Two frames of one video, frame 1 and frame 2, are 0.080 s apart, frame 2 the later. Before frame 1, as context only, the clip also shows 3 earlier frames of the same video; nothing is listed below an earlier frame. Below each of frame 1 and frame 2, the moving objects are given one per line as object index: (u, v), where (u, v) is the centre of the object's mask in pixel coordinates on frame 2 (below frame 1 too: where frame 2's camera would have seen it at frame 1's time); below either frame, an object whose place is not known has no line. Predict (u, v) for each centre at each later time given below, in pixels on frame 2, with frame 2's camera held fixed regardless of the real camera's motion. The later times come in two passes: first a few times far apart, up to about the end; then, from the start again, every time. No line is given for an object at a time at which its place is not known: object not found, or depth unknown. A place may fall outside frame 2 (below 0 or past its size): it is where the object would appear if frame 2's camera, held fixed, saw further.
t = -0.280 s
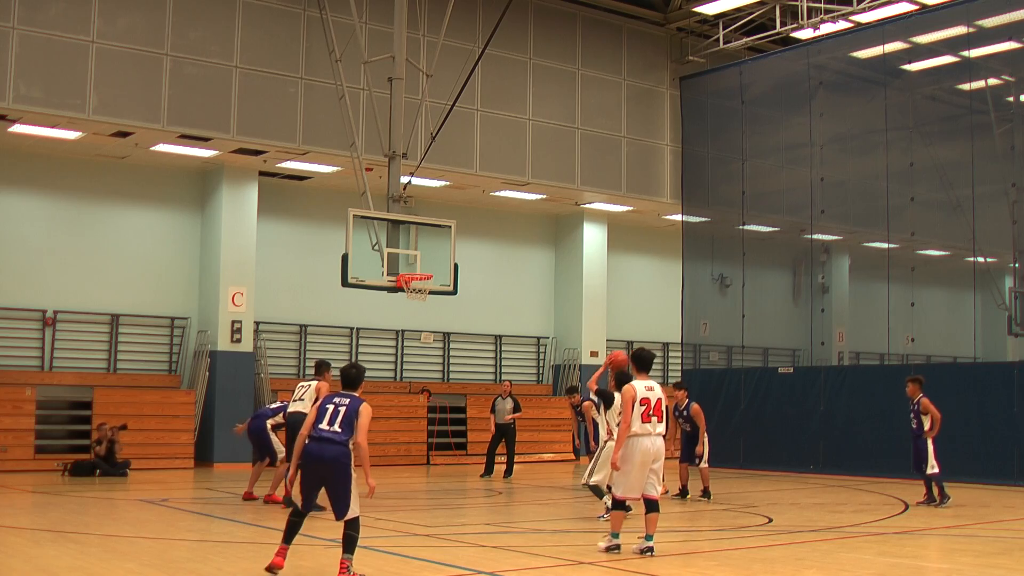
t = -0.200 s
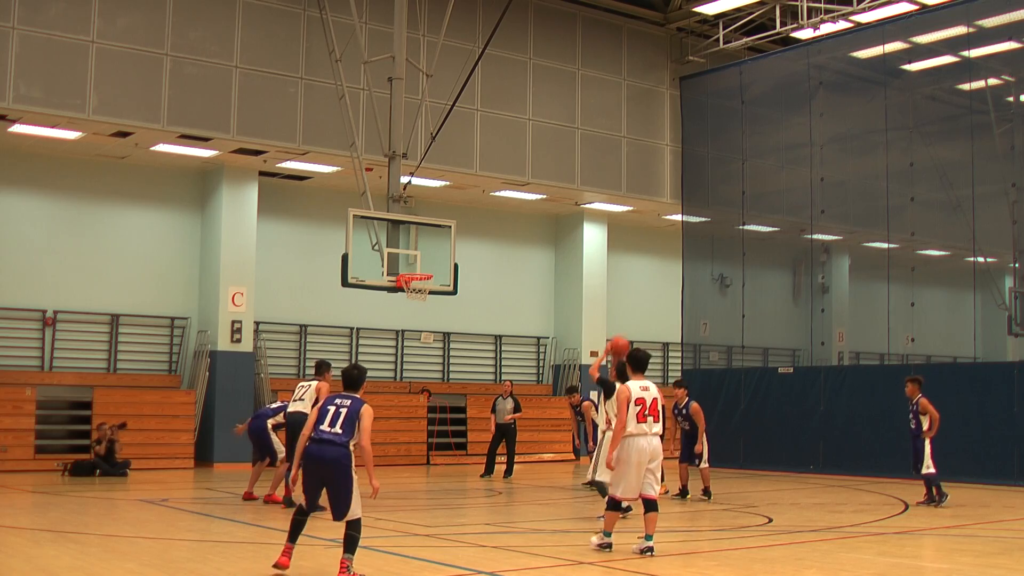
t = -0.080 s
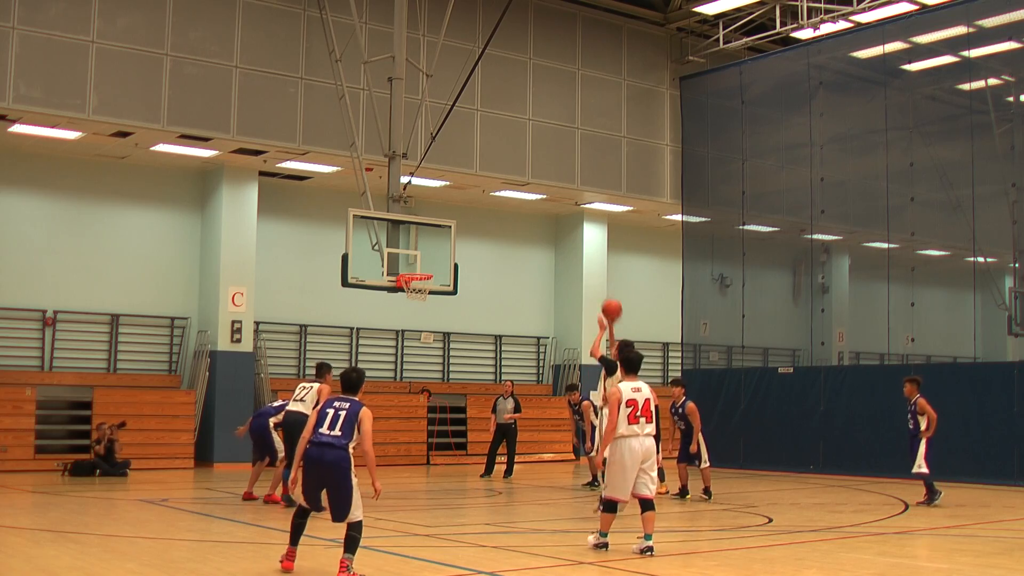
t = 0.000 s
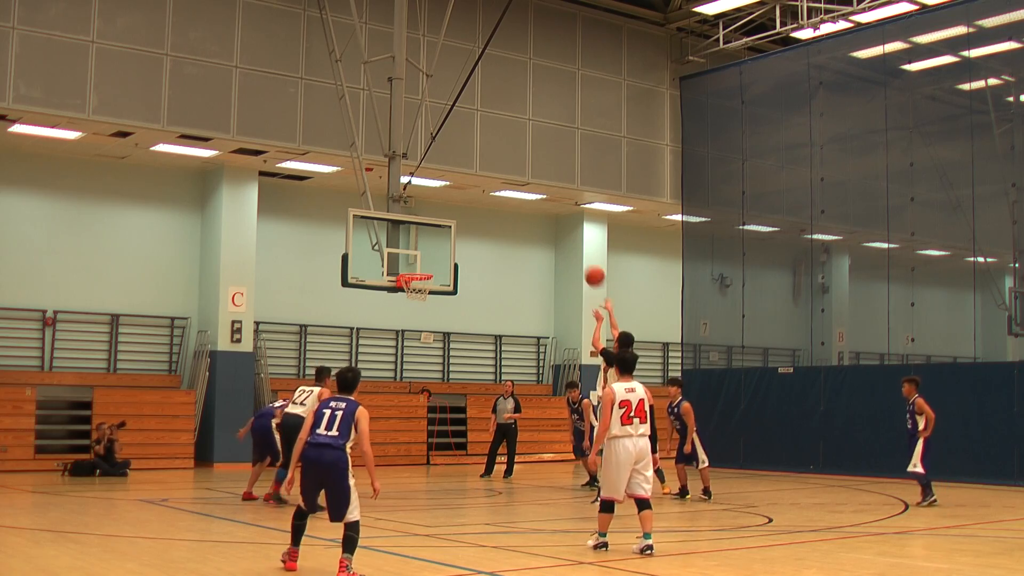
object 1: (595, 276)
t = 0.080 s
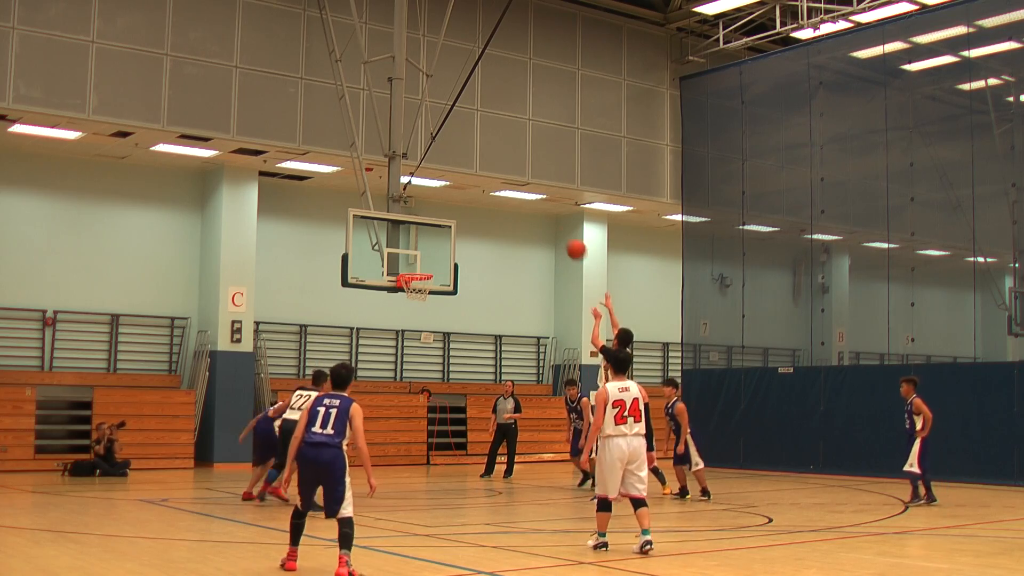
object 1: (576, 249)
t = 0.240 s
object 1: (542, 214)
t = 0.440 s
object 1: (502, 199)
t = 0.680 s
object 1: (459, 219)
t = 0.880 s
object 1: (425, 264)
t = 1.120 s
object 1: (399, 309)
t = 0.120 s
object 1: (567, 238)
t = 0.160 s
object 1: (559, 229)
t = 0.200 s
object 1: (550, 220)
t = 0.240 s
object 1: (542, 214)
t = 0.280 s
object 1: (534, 209)
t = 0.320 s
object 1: (526, 205)
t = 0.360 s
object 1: (518, 202)
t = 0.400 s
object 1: (510, 200)
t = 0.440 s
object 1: (502, 199)
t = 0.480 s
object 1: (494, 200)
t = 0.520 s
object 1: (487, 202)
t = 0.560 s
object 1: (480, 205)
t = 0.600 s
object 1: (473, 209)
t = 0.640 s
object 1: (466, 213)
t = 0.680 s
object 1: (459, 219)
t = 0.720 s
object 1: (452, 226)
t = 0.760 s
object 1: (445, 234)
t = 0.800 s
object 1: (438, 243)
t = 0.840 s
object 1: (432, 253)
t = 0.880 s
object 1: (425, 264)
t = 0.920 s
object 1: (419, 270)
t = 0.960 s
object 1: (413, 284)
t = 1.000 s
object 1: (406, 292)
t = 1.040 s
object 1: (403, 298)
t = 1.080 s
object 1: (401, 303)
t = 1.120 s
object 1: (399, 309)
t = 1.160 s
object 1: (396, 316)
